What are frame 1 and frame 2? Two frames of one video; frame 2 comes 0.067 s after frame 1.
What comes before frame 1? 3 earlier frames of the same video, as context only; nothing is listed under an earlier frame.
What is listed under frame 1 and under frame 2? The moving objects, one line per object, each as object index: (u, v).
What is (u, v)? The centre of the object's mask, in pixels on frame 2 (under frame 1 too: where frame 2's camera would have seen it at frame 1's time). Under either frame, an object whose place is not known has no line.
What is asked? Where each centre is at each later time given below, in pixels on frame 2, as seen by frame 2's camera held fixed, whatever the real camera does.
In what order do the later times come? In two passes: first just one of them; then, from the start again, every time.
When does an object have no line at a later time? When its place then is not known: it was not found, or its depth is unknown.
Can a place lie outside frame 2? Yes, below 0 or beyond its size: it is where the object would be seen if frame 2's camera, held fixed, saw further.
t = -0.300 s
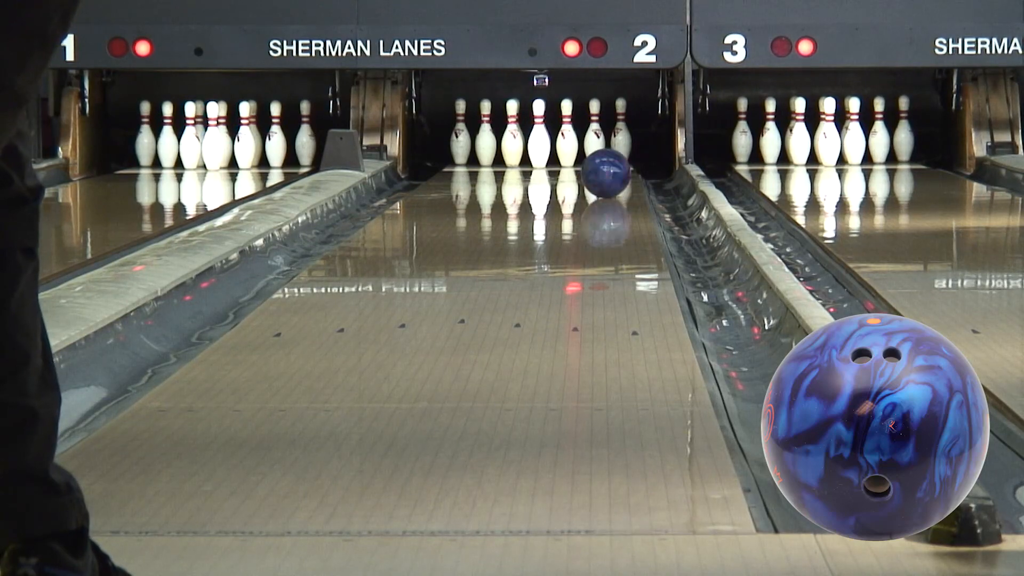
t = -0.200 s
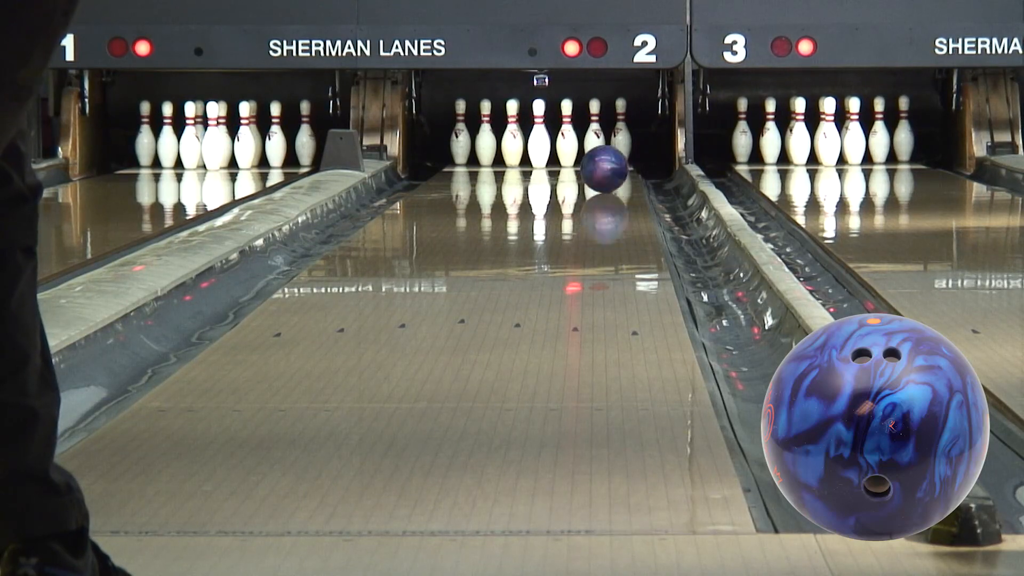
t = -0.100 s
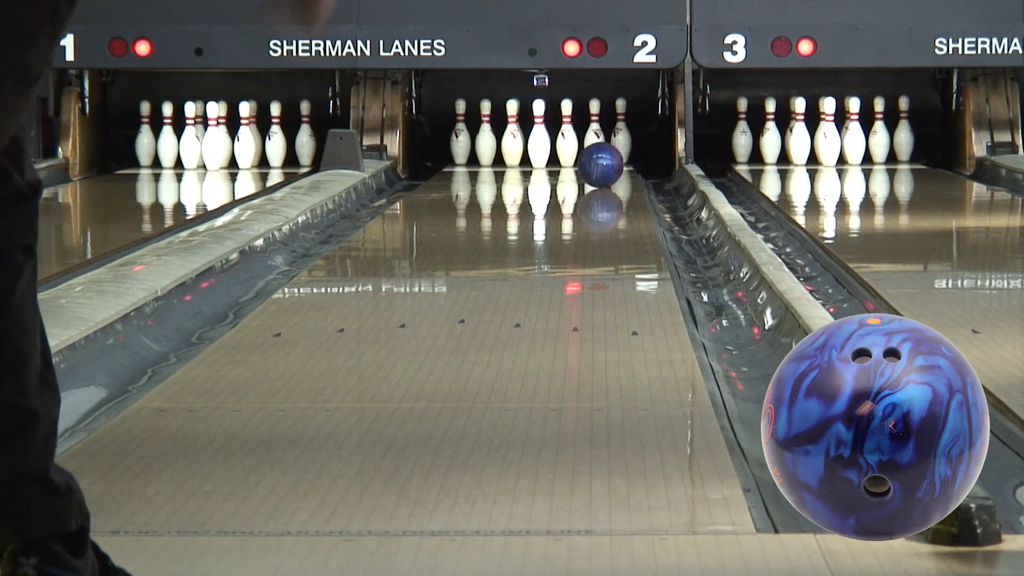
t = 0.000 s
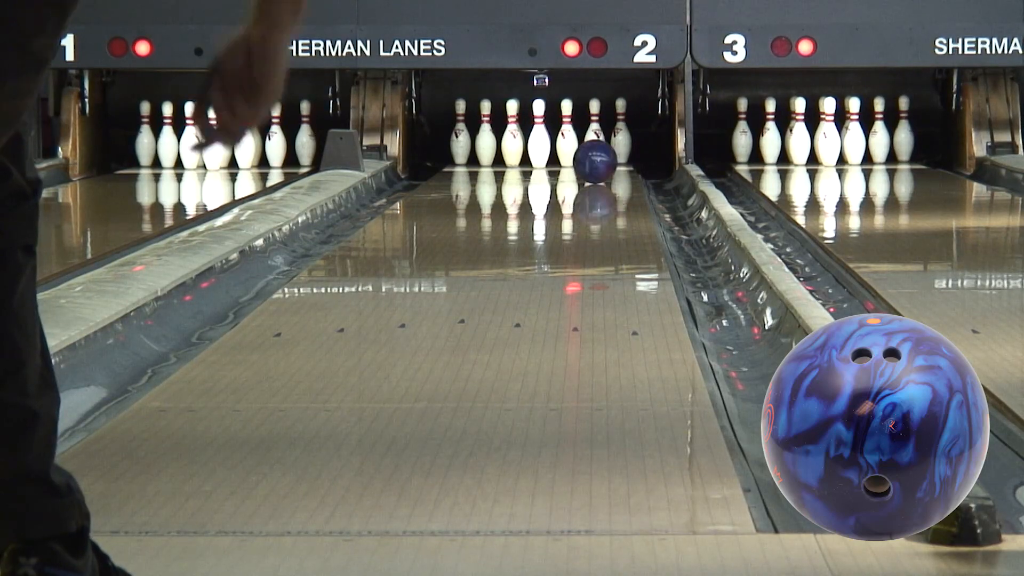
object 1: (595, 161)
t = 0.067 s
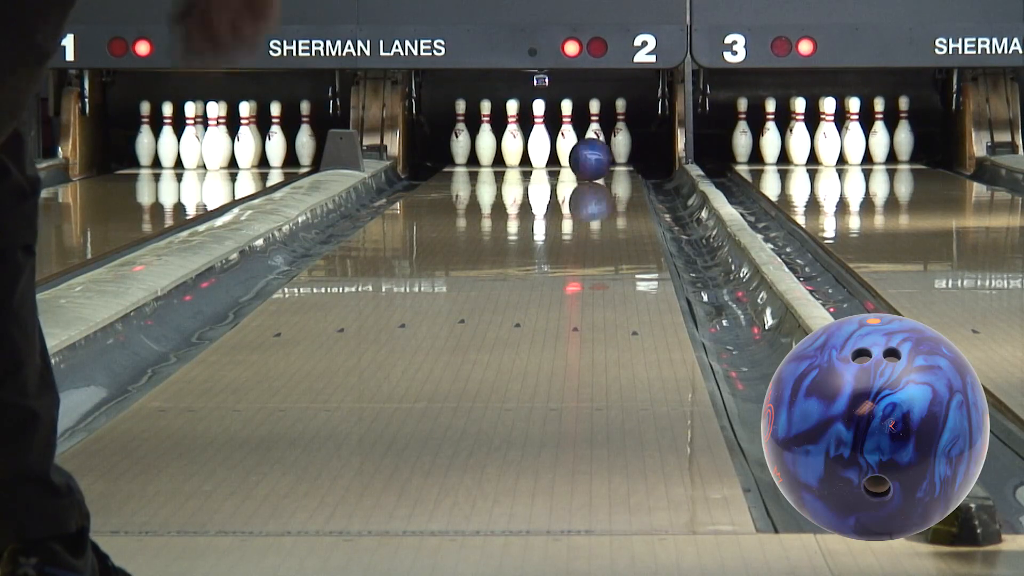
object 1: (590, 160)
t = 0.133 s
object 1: (585, 158)
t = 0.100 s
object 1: (588, 159)
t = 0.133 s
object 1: (585, 158)
